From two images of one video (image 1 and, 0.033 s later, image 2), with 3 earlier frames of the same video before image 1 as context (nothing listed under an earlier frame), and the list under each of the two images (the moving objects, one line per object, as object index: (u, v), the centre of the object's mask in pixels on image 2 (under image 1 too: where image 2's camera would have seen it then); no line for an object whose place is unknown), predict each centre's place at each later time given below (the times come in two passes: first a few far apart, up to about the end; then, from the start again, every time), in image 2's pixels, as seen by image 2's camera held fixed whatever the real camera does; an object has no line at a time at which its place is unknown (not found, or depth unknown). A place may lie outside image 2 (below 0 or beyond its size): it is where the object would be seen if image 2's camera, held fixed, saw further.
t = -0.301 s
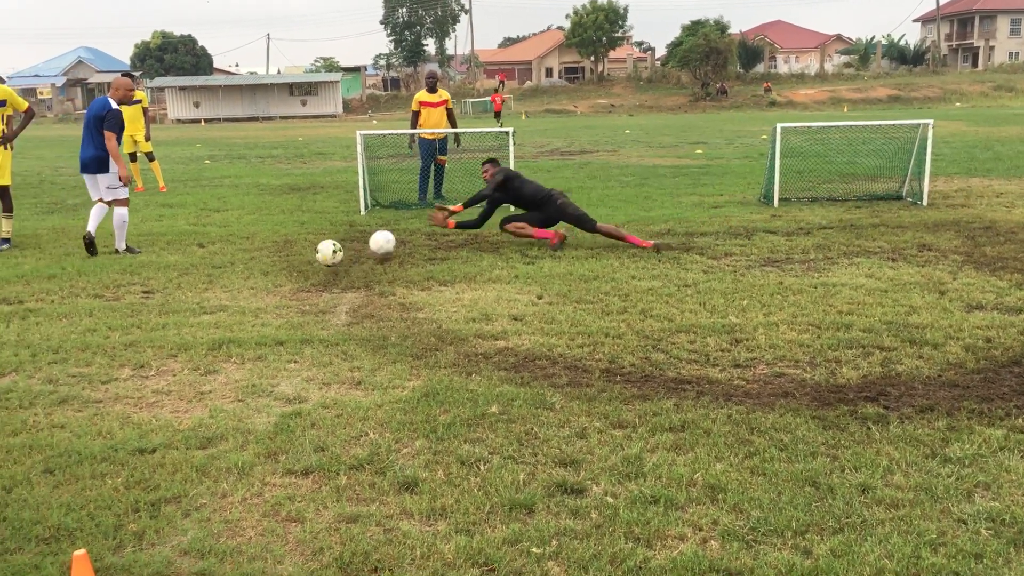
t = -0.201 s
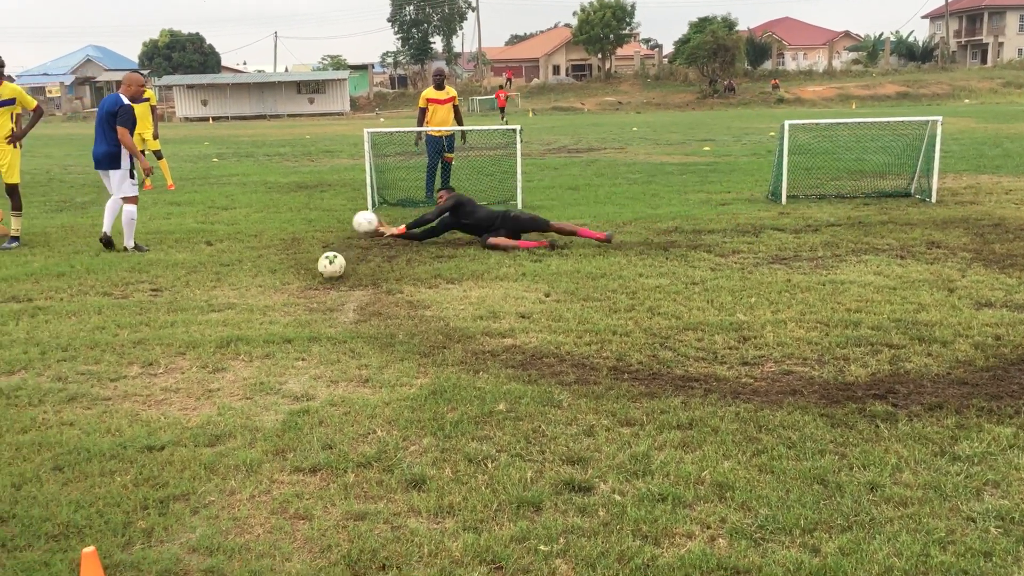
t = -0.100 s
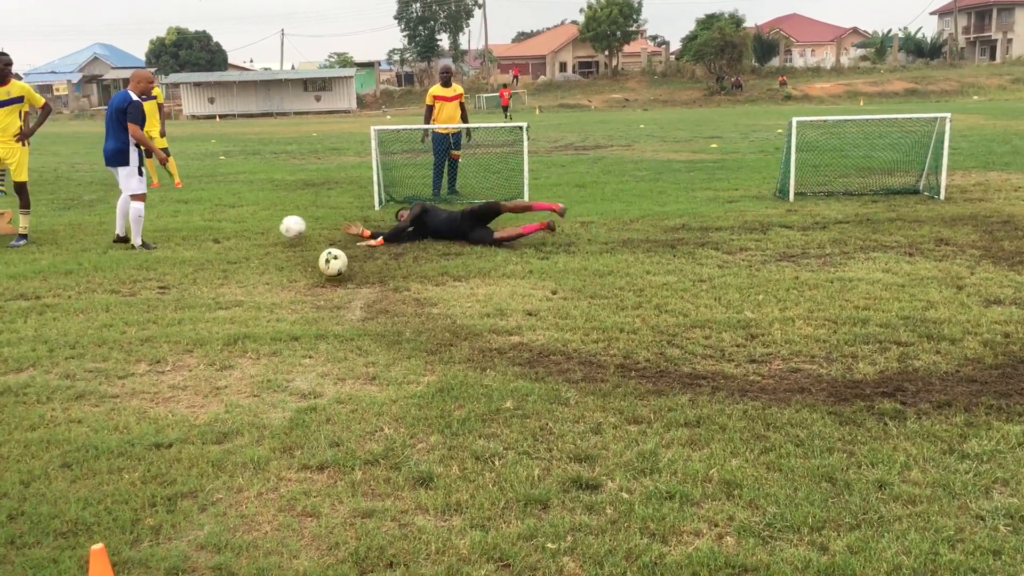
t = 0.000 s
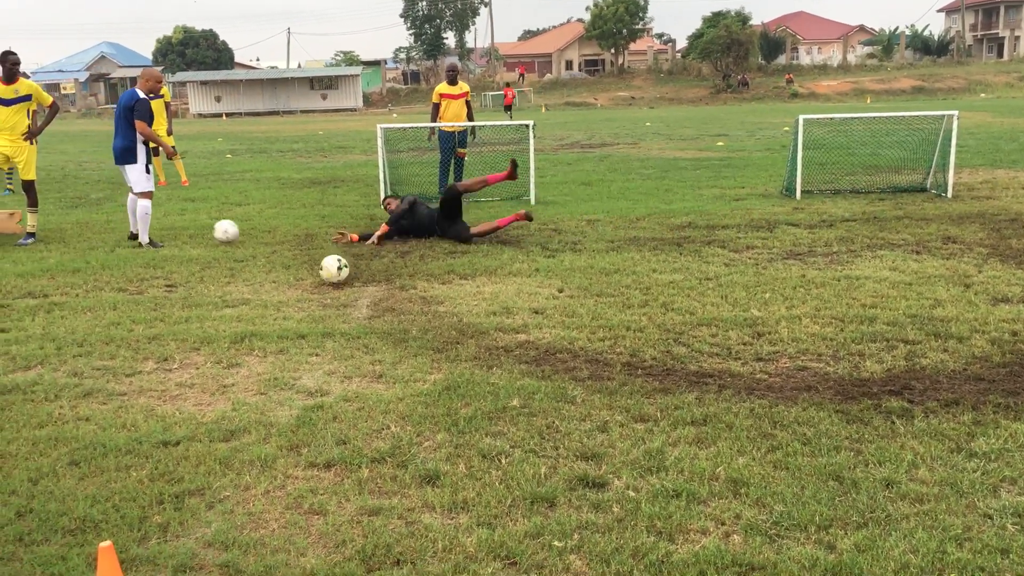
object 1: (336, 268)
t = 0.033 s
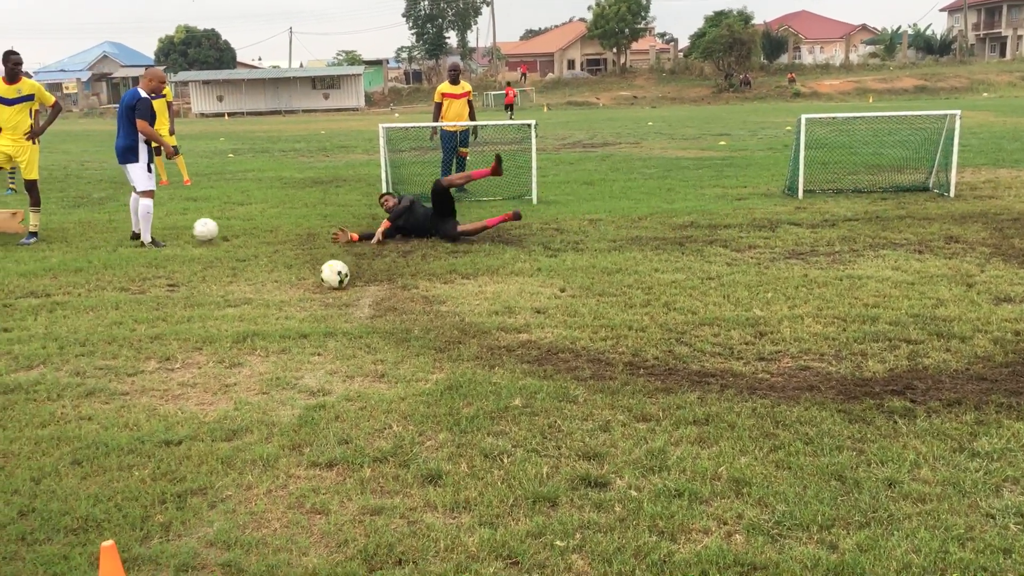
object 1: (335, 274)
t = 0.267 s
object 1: (319, 286)
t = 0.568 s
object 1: (296, 297)
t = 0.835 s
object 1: (276, 317)
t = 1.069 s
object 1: (258, 334)
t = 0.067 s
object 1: (333, 275)
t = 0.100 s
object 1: (330, 275)
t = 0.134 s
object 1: (328, 276)
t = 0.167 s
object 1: (326, 278)
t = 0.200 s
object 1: (324, 282)
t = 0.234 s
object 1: (321, 284)
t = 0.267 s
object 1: (319, 286)
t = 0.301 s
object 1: (316, 288)
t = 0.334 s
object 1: (314, 289)
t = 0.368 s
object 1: (312, 291)
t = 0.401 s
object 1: (309, 292)
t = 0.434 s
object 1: (306, 295)
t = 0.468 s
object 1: (304, 299)
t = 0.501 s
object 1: (301, 298)
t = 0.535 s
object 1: (299, 297)
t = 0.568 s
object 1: (296, 297)
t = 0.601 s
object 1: (294, 298)
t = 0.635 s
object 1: (291, 302)
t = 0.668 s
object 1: (288, 307)
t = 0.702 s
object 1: (286, 310)
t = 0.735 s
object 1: (283, 310)
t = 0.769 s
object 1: (281, 312)
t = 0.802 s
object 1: (278, 314)
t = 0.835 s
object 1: (276, 317)
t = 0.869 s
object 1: (273, 321)
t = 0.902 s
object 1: (271, 322)
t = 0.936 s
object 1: (268, 325)
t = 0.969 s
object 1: (265, 327)
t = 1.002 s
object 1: (263, 330)
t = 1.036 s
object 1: (260, 332)
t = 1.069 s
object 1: (258, 334)
